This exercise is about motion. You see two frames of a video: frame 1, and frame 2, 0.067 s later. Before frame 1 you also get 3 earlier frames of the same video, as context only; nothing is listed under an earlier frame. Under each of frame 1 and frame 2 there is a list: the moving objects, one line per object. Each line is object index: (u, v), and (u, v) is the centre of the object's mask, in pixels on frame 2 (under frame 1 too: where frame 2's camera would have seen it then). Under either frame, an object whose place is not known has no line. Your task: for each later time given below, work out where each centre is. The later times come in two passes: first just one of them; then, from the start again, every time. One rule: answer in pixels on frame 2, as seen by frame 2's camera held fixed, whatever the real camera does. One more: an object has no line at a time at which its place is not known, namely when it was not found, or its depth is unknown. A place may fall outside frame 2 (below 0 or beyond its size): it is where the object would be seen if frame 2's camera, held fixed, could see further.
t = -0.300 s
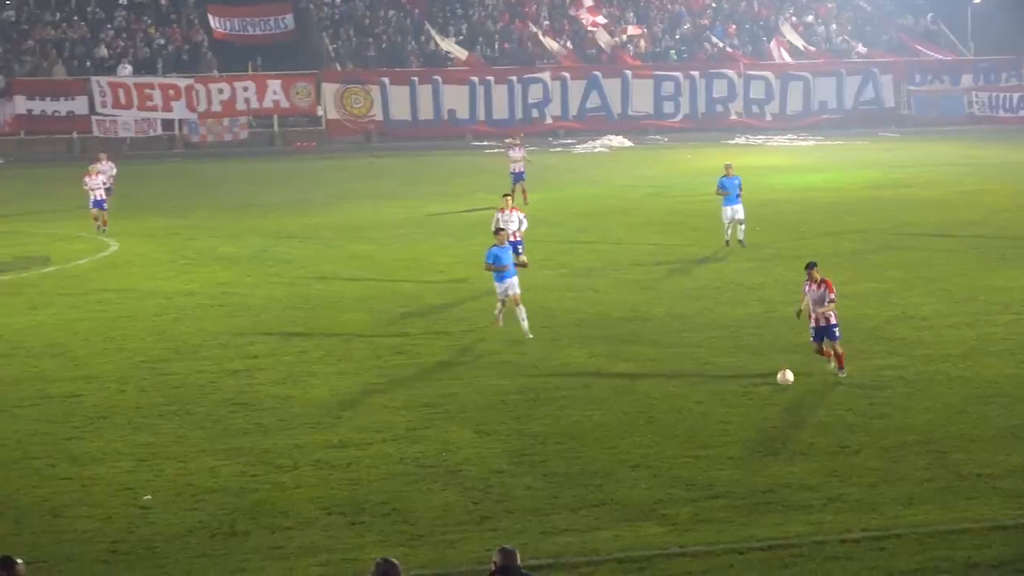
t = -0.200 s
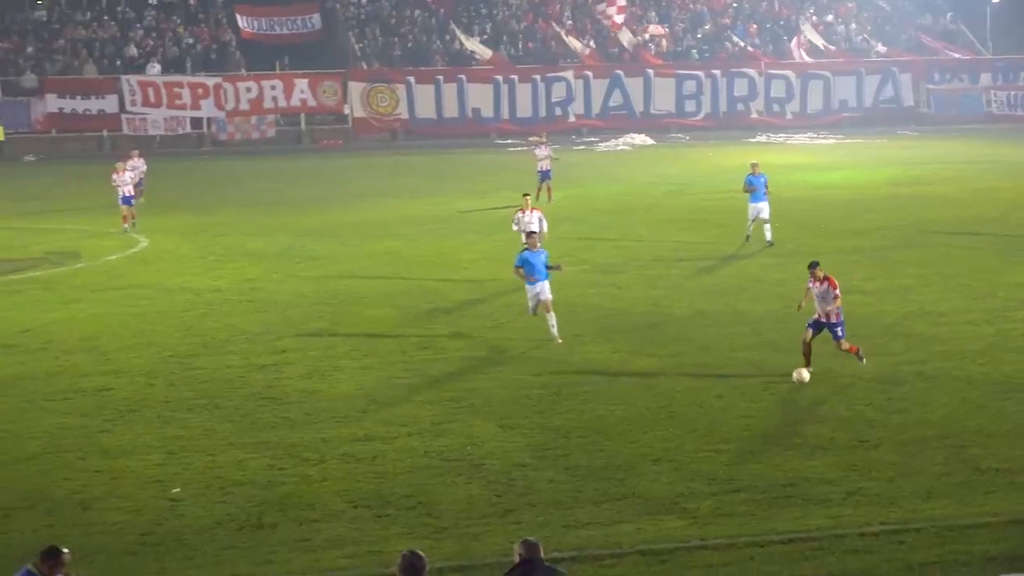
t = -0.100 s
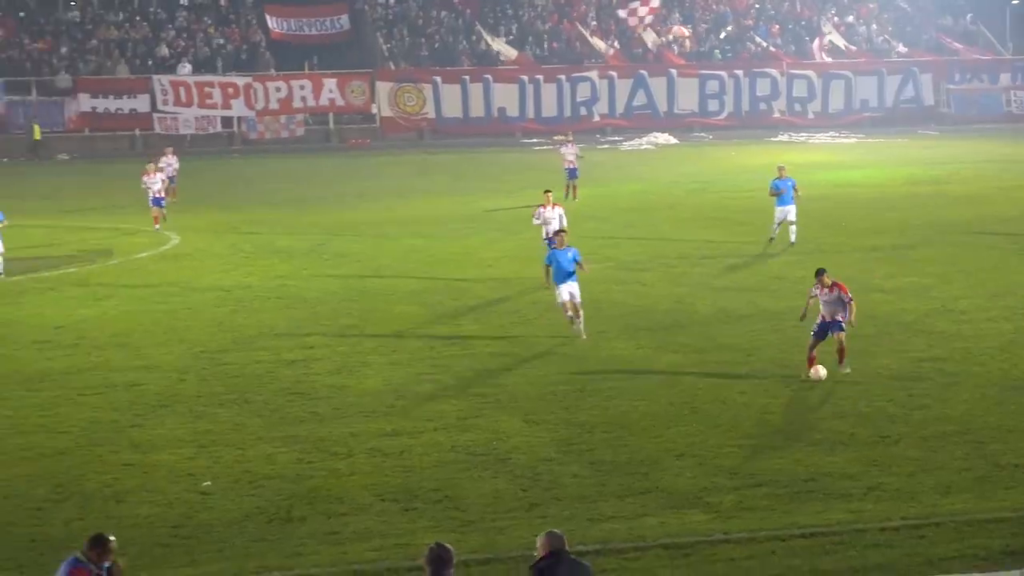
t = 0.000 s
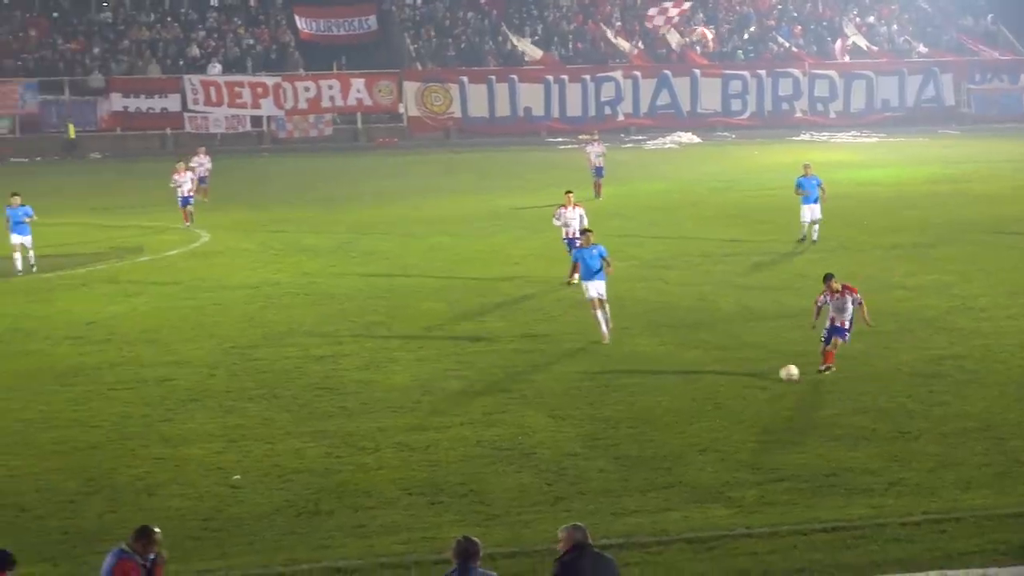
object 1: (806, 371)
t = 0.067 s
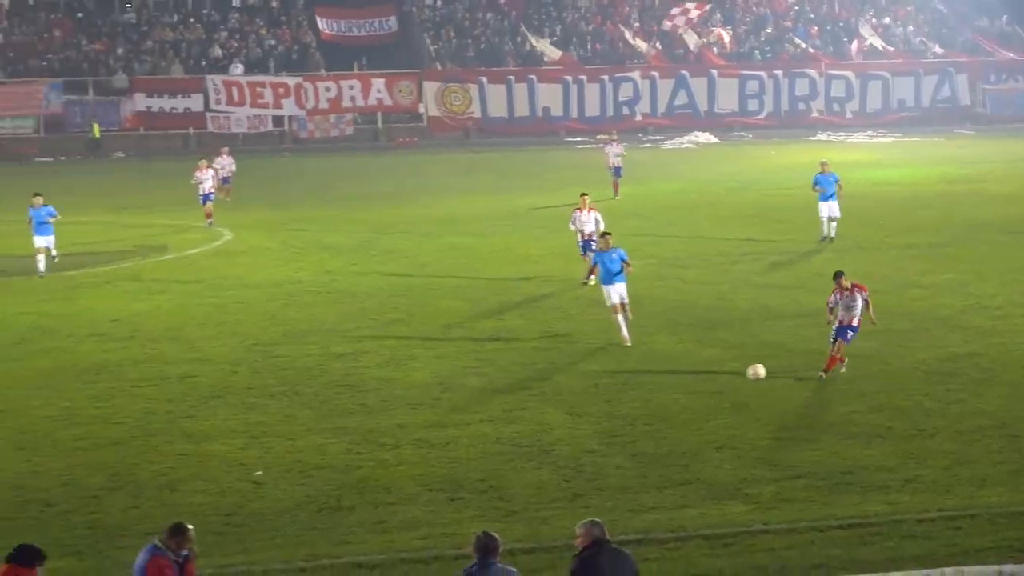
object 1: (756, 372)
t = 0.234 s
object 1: (626, 395)
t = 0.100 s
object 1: (731, 374)
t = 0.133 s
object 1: (705, 377)
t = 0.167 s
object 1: (679, 382)
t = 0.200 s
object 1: (653, 388)
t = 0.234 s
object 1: (626, 395)
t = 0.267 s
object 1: (599, 402)
